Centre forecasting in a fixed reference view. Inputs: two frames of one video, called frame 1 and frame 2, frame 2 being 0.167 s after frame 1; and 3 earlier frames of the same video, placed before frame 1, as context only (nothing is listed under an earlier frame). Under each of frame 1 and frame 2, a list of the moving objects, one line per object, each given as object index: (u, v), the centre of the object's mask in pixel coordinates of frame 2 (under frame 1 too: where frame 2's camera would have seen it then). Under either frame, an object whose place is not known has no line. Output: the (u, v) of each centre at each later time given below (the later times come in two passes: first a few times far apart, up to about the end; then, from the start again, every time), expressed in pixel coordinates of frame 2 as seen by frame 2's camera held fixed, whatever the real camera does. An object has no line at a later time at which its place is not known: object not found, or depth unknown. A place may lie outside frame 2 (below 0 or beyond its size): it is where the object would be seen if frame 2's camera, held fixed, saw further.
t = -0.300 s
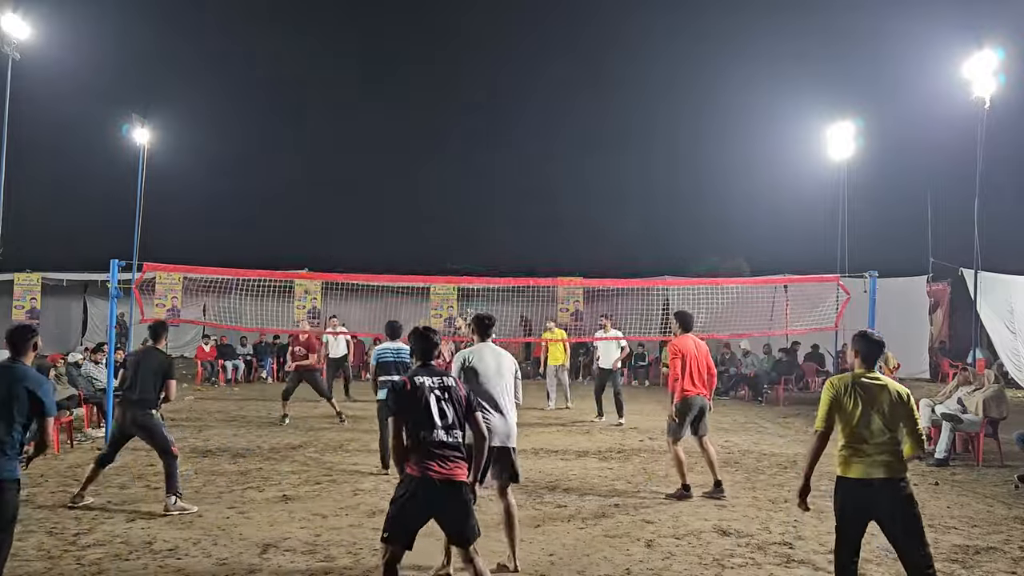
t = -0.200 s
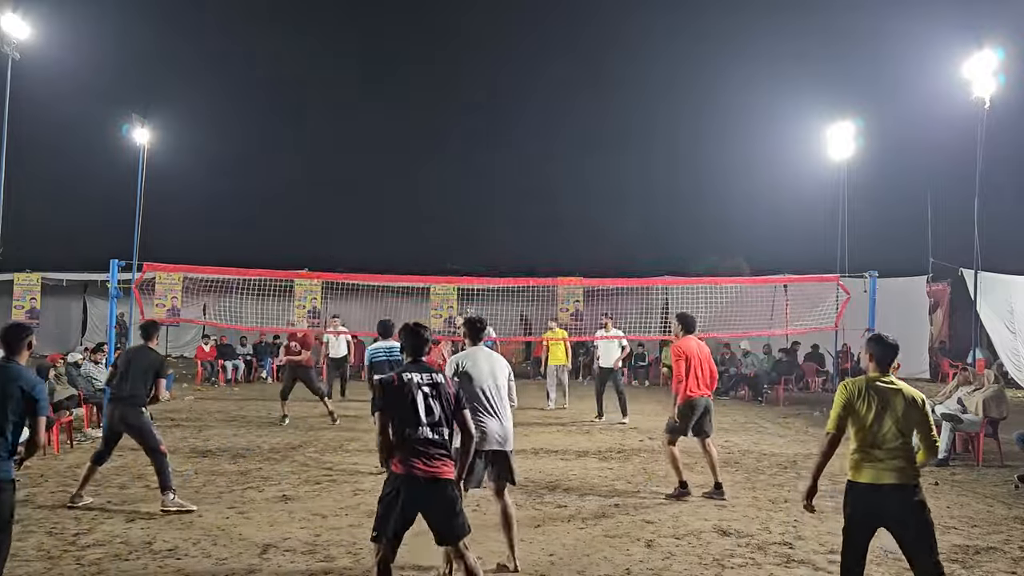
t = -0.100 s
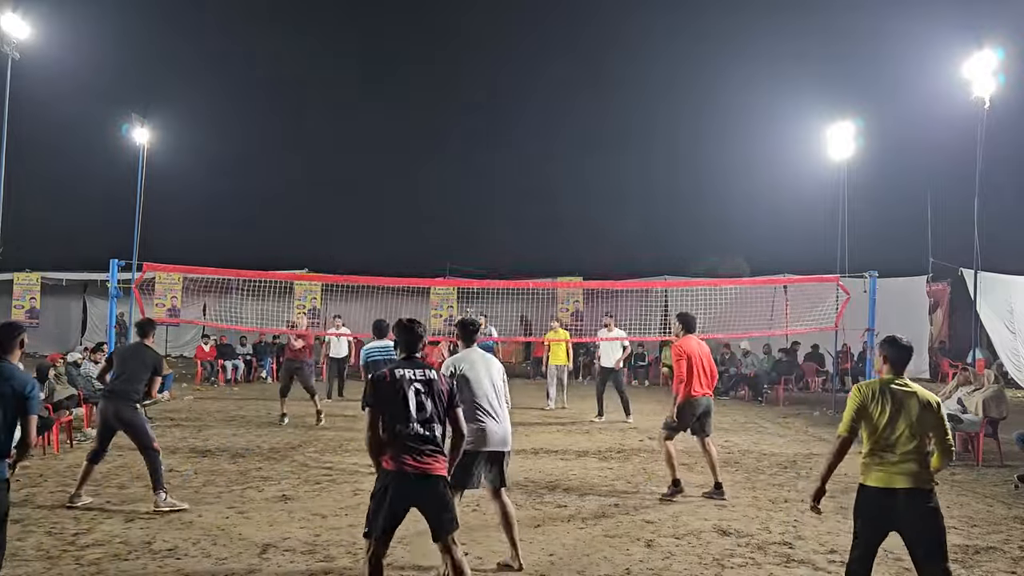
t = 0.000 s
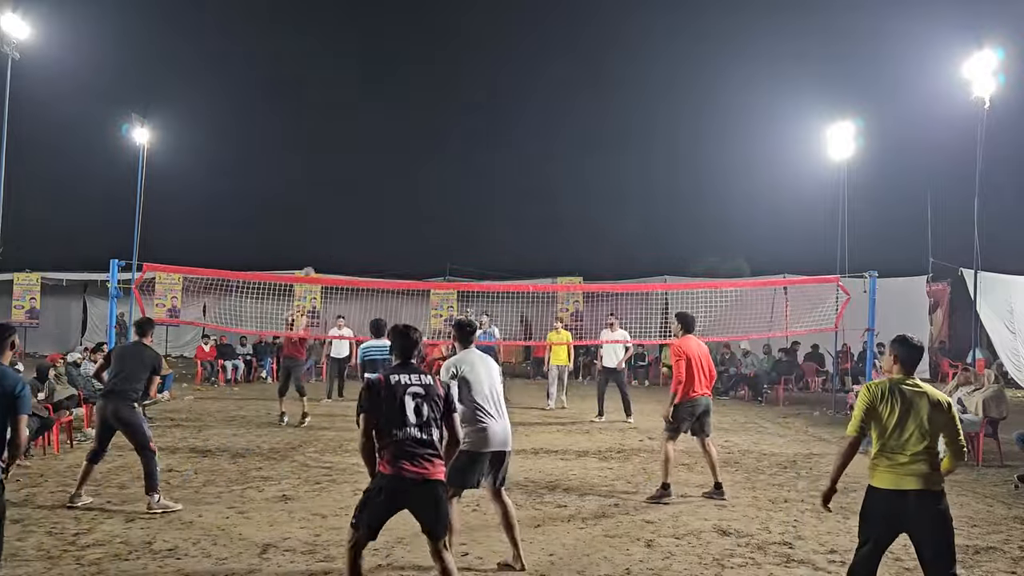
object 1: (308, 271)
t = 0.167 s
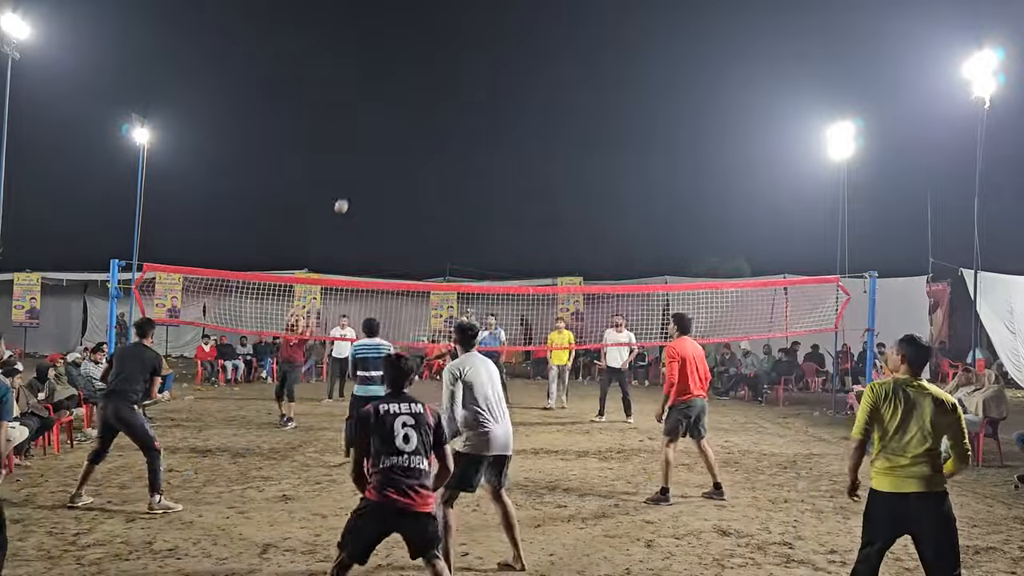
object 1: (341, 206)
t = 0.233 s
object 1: (356, 182)
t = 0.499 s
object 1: (423, 110)
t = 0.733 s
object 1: (498, 87)
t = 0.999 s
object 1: (612, 129)
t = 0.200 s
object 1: (348, 194)
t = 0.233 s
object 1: (356, 182)
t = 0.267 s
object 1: (363, 171)
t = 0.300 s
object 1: (371, 161)
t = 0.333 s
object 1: (379, 151)
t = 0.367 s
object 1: (387, 142)
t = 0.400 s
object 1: (396, 133)
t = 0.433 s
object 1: (405, 125)
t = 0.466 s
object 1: (414, 117)
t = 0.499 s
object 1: (423, 110)
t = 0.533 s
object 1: (433, 104)
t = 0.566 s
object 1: (443, 99)
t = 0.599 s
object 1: (453, 95)
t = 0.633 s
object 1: (464, 91)
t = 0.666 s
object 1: (475, 88)
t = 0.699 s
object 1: (486, 87)
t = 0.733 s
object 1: (498, 87)
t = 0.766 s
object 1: (511, 87)
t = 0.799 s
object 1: (523, 89)
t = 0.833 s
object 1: (537, 92)
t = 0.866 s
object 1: (551, 96)
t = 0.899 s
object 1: (565, 102)
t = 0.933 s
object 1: (580, 109)
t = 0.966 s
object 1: (596, 118)
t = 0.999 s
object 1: (612, 129)
